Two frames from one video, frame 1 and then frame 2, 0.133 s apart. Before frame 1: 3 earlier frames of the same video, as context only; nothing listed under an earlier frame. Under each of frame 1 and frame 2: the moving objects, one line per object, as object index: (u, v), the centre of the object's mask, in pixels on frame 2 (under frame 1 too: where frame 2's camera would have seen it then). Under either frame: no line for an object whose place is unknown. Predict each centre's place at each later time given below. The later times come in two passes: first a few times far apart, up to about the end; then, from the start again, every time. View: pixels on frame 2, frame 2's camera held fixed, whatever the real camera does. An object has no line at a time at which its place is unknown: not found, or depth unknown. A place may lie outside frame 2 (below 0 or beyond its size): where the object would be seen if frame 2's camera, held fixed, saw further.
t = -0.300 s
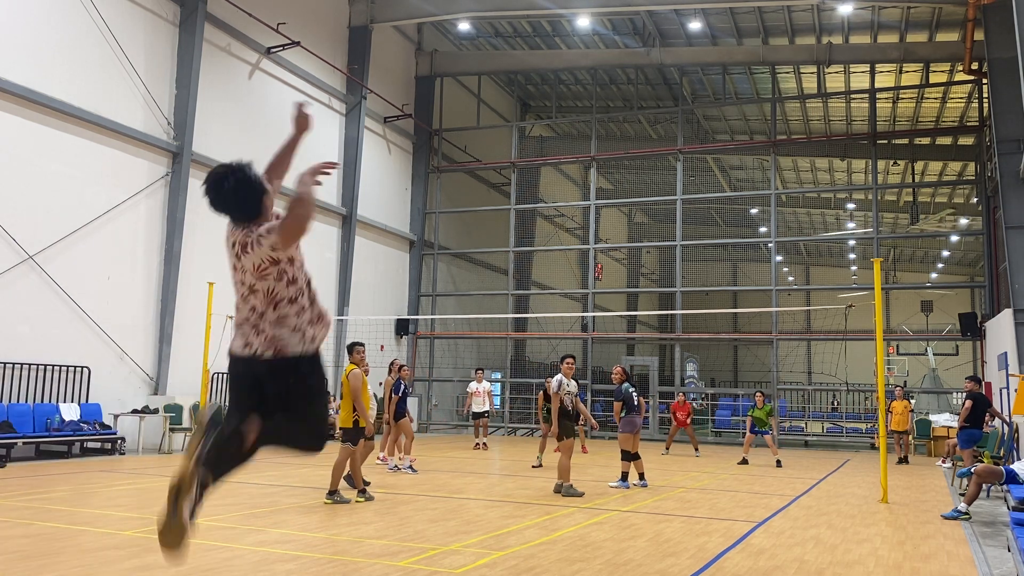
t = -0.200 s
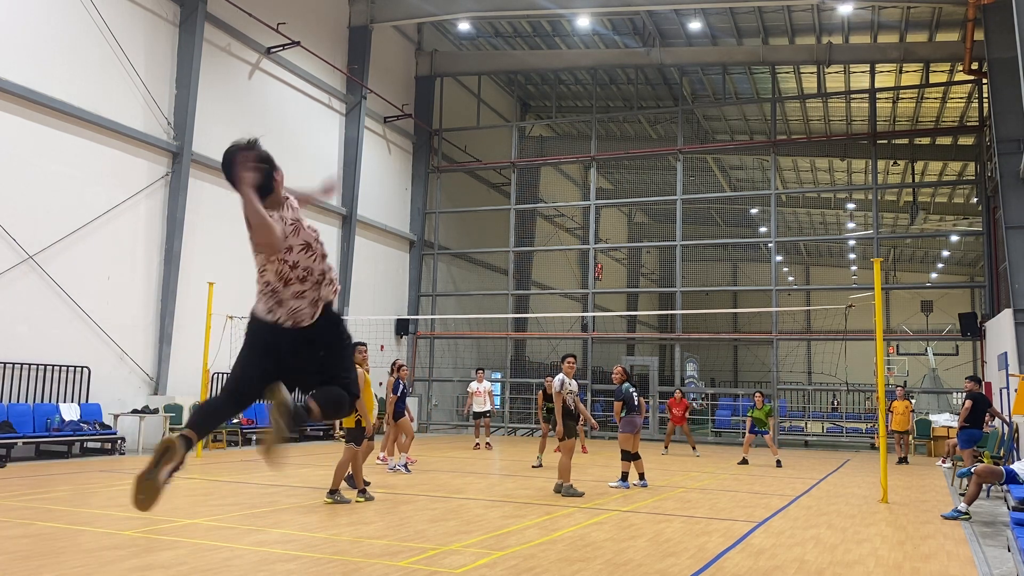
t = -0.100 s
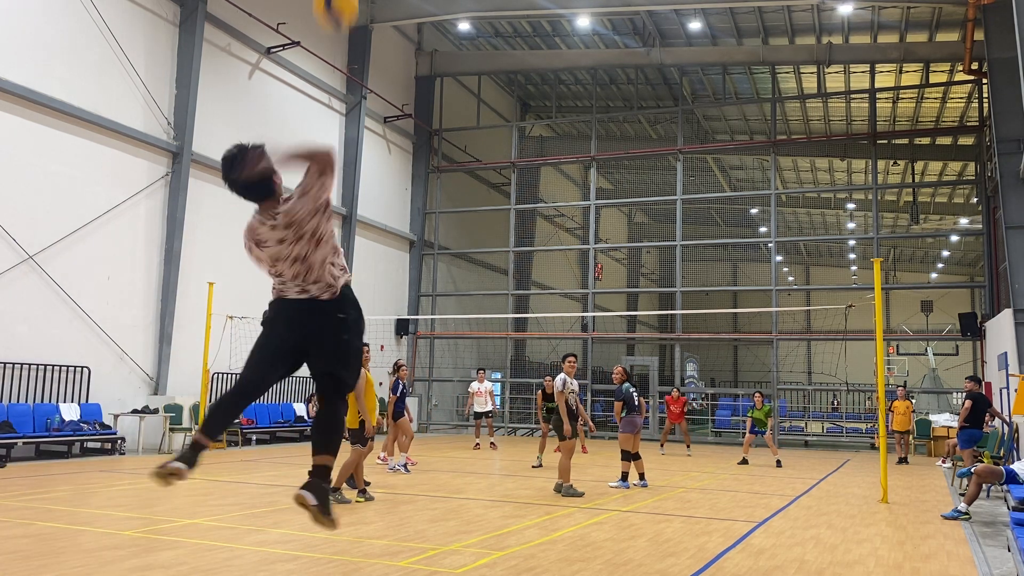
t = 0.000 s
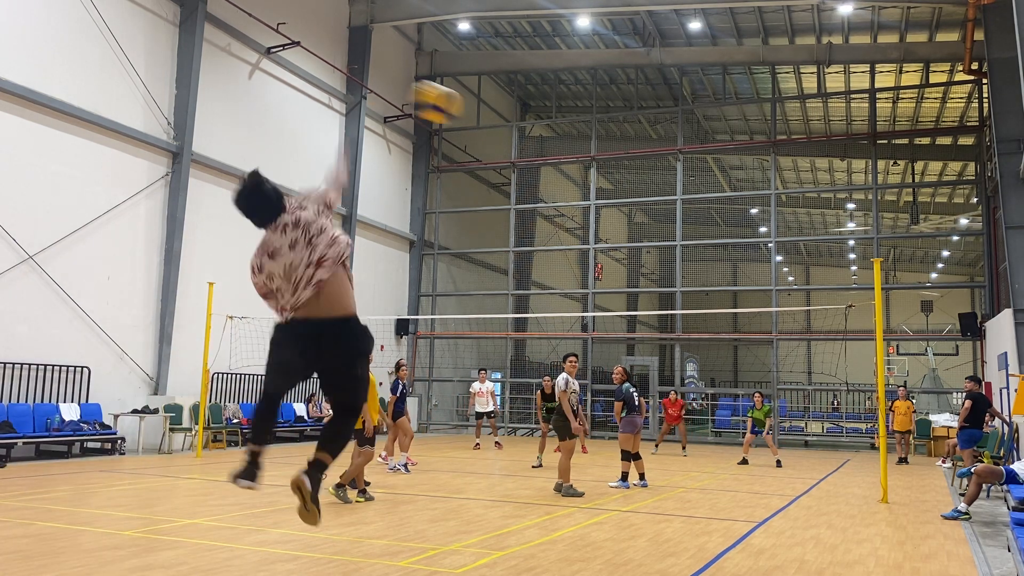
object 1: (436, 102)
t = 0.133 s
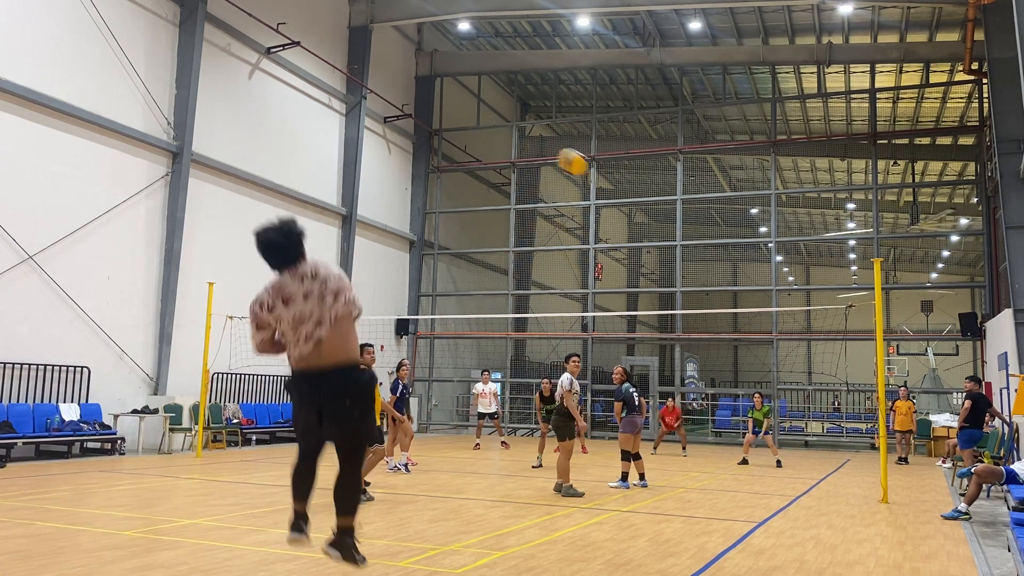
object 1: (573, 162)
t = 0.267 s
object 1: (651, 212)
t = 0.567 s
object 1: (752, 313)
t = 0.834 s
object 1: (810, 399)
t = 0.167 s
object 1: (596, 176)
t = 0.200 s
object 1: (615, 187)
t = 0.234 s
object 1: (633, 200)
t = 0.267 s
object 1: (651, 212)
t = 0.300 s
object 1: (665, 224)
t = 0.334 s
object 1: (678, 235)
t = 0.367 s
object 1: (692, 247)
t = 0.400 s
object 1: (703, 257)
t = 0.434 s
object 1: (715, 268)
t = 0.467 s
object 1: (725, 280)
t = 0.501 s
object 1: (734, 291)
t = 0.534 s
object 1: (744, 301)
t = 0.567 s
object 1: (752, 313)
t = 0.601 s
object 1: (760, 324)
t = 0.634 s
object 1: (768, 335)
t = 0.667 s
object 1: (775, 345)
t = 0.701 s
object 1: (783, 356)
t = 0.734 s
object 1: (790, 367)
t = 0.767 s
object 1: (797, 377)
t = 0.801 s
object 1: (804, 388)
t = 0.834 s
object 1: (810, 399)
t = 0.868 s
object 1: (816, 409)
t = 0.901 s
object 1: (822, 420)
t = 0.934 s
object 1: (827, 430)
